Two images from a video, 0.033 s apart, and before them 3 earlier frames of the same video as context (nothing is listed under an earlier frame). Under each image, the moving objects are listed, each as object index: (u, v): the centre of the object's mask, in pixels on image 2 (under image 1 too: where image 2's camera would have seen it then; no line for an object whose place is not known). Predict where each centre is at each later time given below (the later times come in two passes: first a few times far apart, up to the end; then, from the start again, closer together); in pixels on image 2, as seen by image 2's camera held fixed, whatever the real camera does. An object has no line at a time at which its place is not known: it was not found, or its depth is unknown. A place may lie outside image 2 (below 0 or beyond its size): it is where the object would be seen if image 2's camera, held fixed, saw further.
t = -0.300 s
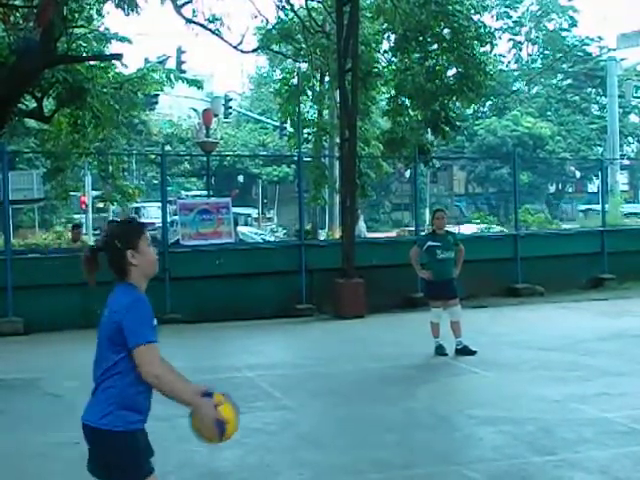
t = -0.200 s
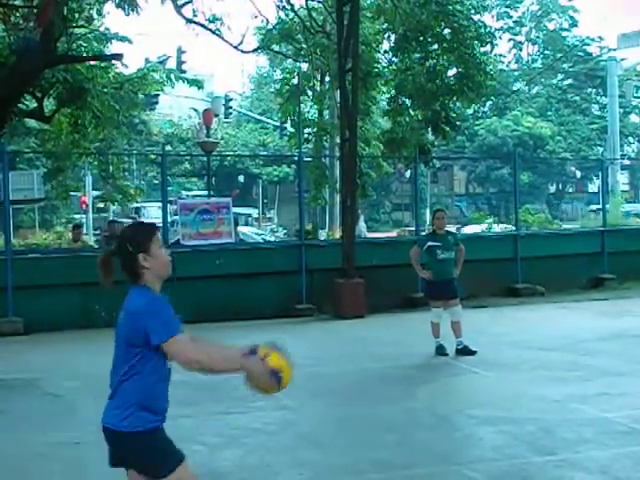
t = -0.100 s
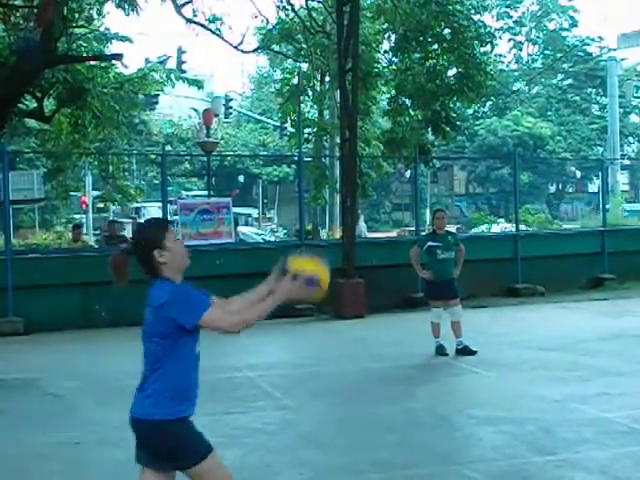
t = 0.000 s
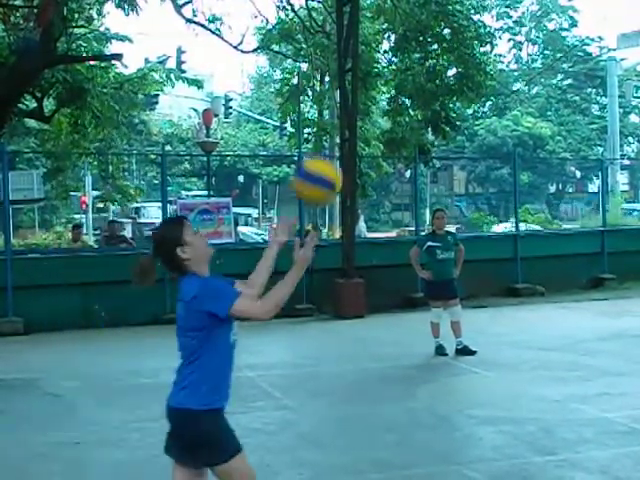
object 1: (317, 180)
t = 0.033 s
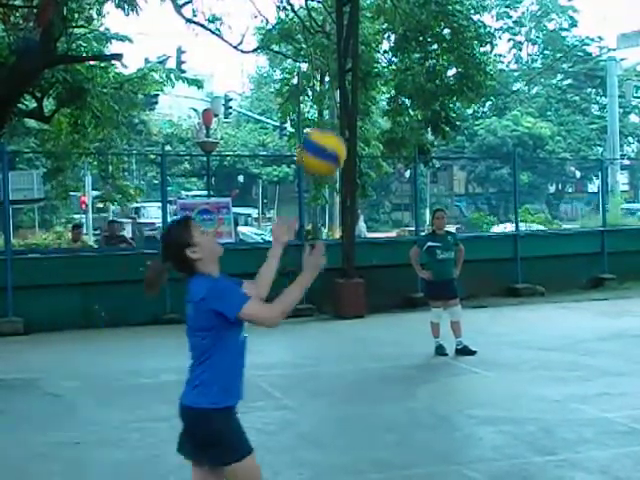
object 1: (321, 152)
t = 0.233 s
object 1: (343, 48)
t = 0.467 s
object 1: (369, 49)
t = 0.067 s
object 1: (325, 128)
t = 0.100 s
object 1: (328, 105)
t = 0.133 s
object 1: (332, 87)
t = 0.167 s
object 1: (336, 71)
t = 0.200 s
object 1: (340, 57)
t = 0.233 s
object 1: (343, 48)
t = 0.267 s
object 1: (346, 40)
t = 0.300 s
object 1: (350, 35)
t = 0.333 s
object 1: (353, 33)
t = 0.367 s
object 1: (358, 33)
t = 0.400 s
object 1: (361, 36)
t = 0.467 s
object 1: (369, 49)
